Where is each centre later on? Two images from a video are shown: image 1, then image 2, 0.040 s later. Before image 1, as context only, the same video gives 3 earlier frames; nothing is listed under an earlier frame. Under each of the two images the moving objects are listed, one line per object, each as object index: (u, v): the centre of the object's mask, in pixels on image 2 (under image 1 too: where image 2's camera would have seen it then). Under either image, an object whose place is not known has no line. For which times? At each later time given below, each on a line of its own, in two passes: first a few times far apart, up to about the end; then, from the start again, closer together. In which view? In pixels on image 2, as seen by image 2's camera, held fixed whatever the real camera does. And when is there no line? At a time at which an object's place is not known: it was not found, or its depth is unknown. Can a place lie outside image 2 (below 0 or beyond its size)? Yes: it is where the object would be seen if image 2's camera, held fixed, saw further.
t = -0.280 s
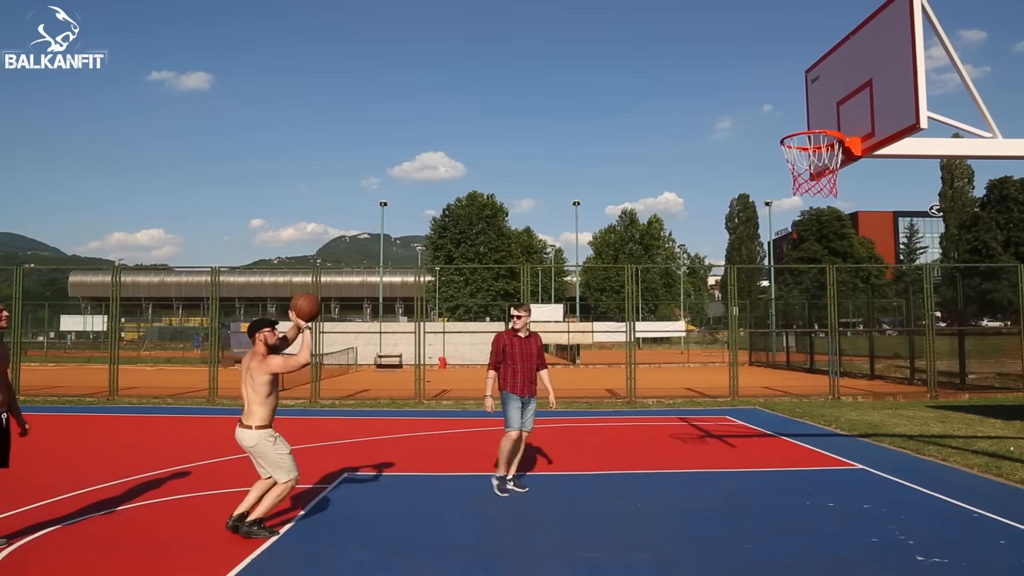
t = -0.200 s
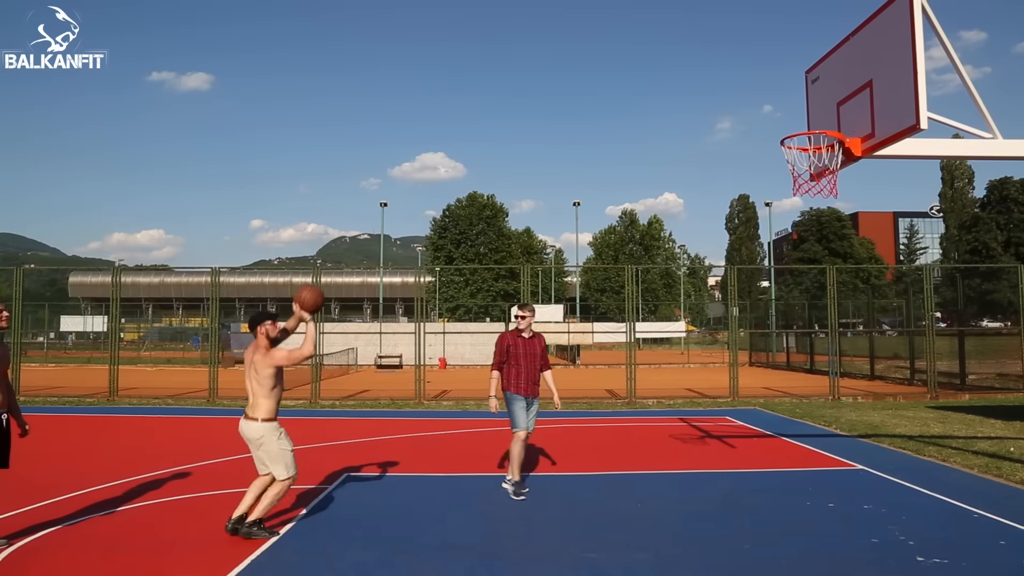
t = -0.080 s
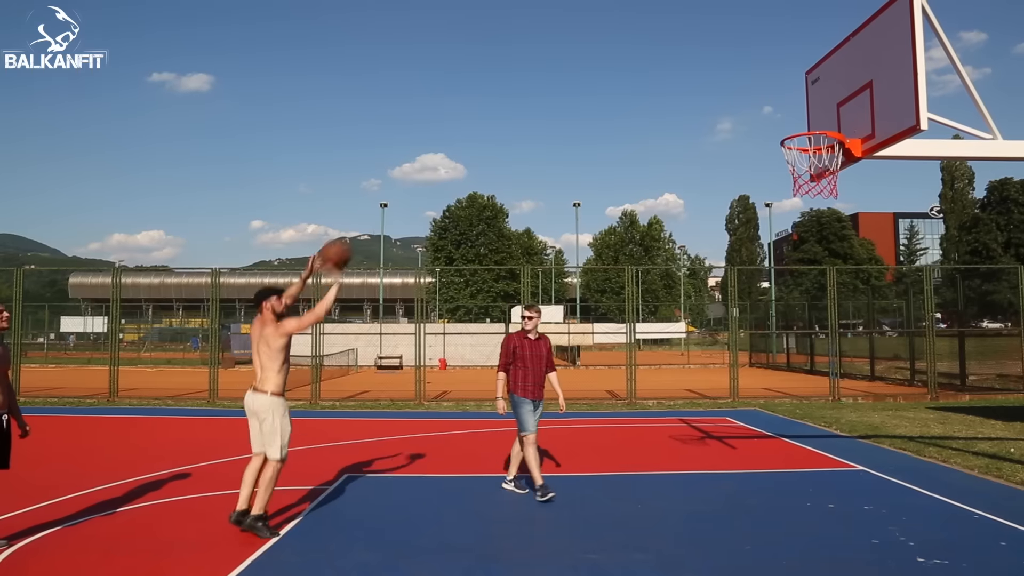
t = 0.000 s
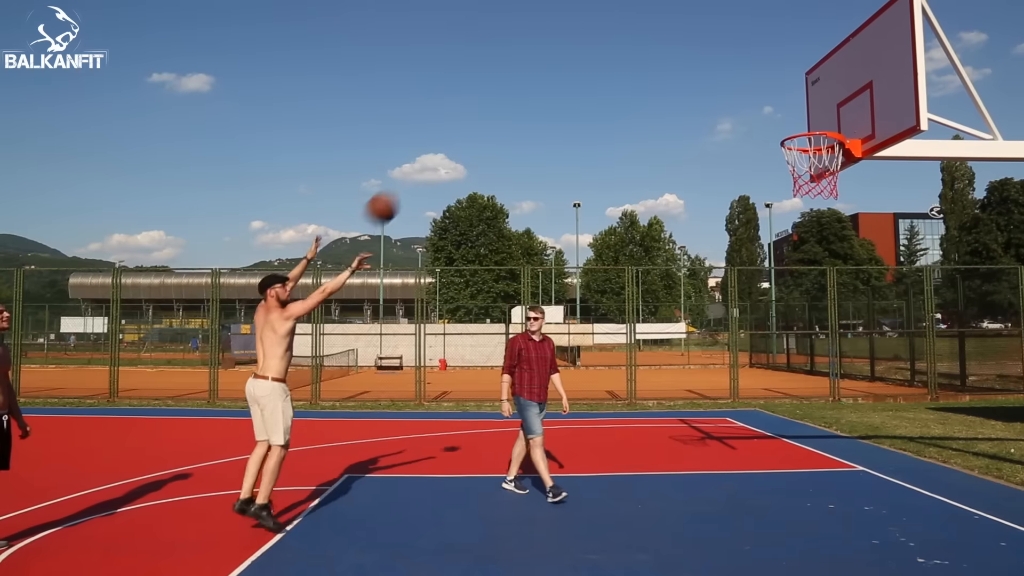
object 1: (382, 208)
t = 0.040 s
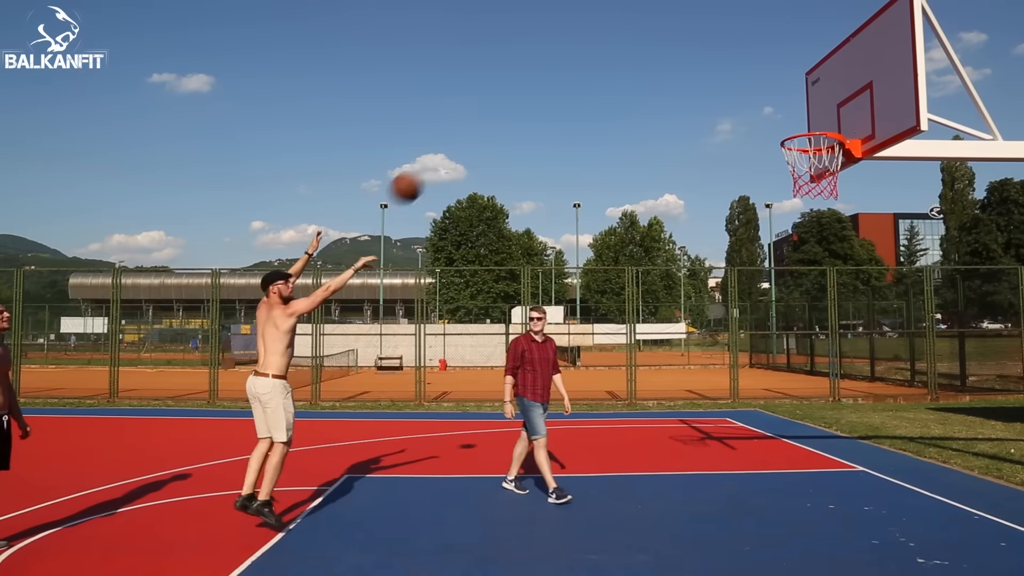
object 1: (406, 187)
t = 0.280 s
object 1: (550, 103)
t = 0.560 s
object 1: (715, 93)
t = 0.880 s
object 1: (798, 197)
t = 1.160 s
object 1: (740, 351)
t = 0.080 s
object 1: (429, 169)
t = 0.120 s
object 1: (455, 150)
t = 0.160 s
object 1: (478, 136)
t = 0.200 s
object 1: (502, 123)
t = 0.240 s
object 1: (526, 112)
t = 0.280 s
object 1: (550, 103)
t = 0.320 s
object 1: (574, 95)
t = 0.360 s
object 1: (597, 90)
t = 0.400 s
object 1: (621, 87)
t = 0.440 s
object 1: (644, 85)
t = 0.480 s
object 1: (668, 86)
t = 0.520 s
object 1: (692, 88)
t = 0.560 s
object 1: (715, 93)
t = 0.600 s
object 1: (739, 99)
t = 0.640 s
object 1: (763, 107)
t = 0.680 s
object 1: (786, 117)
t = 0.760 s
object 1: (828, 148)
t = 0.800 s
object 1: (820, 164)
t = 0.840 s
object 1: (807, 183)
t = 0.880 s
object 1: (798, 197)
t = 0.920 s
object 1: (789, 214)
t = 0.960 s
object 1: (780, 234)
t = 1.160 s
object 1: (740, 351)
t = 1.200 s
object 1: (731, 380)
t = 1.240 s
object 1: (724, 408)
